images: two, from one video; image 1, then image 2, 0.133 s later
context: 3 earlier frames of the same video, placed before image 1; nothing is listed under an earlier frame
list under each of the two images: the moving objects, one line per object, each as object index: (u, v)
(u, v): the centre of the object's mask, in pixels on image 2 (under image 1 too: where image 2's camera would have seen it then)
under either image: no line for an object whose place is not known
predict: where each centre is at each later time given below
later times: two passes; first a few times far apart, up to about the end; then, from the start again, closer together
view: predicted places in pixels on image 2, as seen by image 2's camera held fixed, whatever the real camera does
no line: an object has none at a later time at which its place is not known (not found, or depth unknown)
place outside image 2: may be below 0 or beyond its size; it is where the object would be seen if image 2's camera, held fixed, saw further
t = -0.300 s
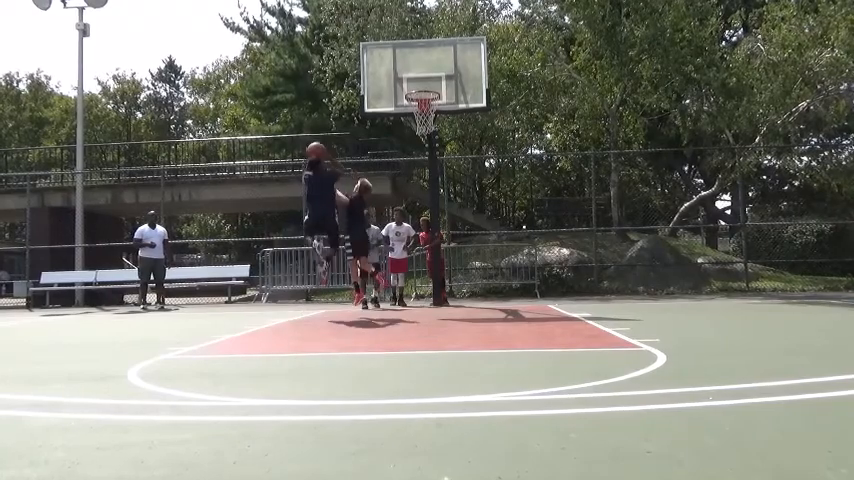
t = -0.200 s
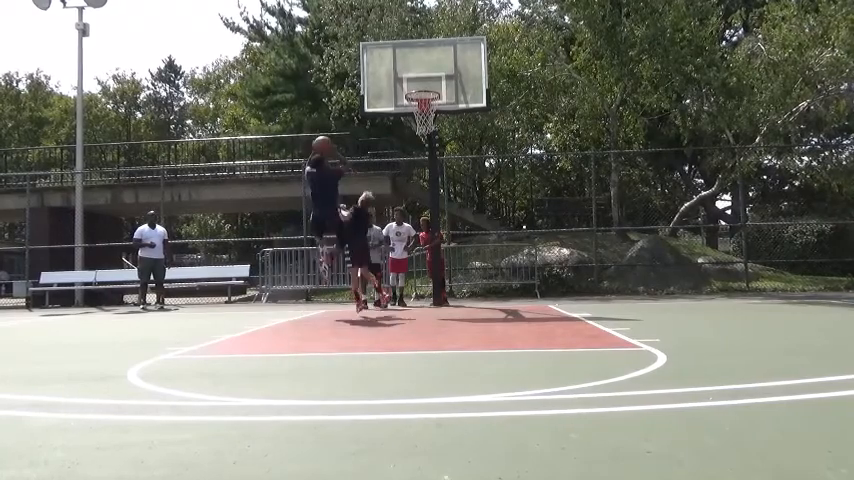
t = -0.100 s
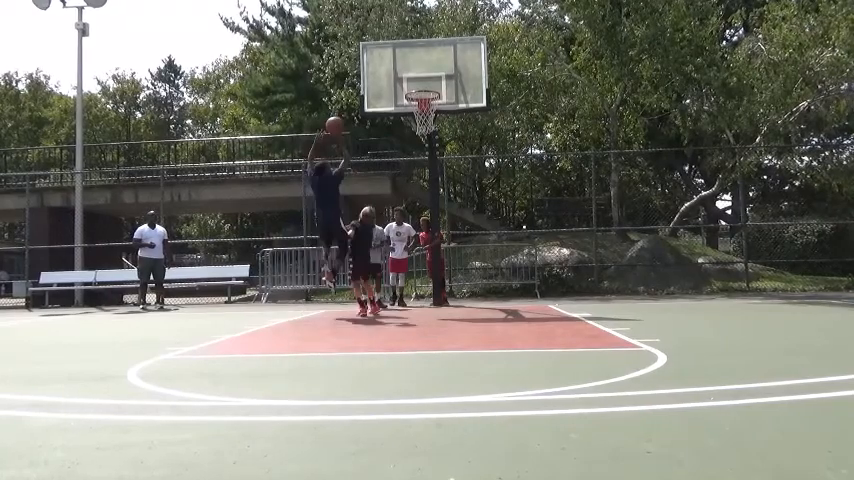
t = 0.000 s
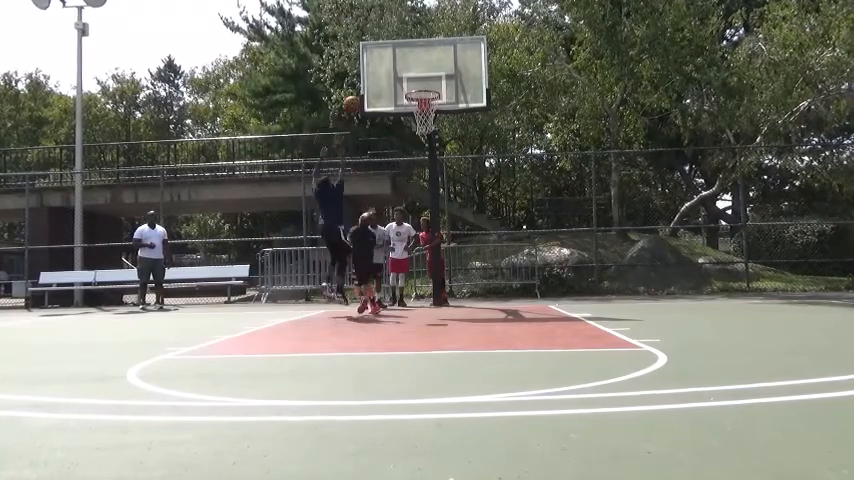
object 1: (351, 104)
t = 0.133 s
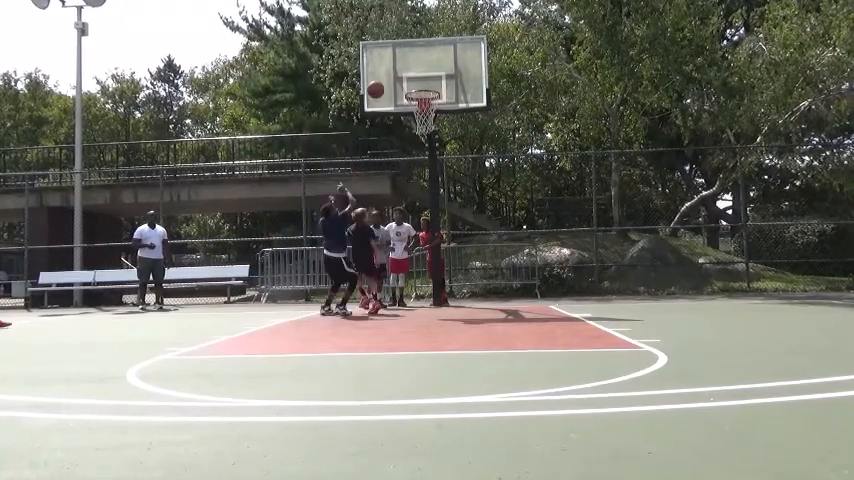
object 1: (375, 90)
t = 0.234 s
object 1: (392, 87)
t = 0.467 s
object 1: (411, 83)
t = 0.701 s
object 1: (410, 86)
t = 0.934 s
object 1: (424, 89)
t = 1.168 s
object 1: (424, 104)
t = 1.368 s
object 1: (423, 159)
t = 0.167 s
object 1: (381, 88)
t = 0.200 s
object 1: (386, 87)
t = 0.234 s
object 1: (392, 87)
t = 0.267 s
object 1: (397, 87)
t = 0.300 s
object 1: (403, 88)
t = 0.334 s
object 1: (407, 88)
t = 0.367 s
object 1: (410, 88)
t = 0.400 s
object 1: (411, 87)
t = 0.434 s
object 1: (411, 85)
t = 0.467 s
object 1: (411, 83)
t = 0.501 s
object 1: (411, 82)
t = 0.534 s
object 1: (411, 81)
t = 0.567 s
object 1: (411, 81)
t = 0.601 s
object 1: (411, 82)
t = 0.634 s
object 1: (411, 83)
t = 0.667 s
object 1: (410, 84)
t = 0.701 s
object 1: (410, 86)
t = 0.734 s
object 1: (412, 85)
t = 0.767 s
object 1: (414, 84)
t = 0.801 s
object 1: (416, 84)
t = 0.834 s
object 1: (418, 84)
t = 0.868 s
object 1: (420, 86)
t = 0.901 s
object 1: (423, 87)
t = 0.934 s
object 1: (424, 89)
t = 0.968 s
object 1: (424, 91)
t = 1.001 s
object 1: (424, 93)
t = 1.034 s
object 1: (425, 96)
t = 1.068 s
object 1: (425, 103)
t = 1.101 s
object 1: (425, 105)
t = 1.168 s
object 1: (424, 104)
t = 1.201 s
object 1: (424, 130)
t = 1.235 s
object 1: (424, 132)
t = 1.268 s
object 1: (424, 137)
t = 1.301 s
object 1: (424, 143)
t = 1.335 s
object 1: (423, 151)
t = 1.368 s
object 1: (423, 159)
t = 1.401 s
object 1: (423, 169)
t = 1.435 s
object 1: (424, 179)
